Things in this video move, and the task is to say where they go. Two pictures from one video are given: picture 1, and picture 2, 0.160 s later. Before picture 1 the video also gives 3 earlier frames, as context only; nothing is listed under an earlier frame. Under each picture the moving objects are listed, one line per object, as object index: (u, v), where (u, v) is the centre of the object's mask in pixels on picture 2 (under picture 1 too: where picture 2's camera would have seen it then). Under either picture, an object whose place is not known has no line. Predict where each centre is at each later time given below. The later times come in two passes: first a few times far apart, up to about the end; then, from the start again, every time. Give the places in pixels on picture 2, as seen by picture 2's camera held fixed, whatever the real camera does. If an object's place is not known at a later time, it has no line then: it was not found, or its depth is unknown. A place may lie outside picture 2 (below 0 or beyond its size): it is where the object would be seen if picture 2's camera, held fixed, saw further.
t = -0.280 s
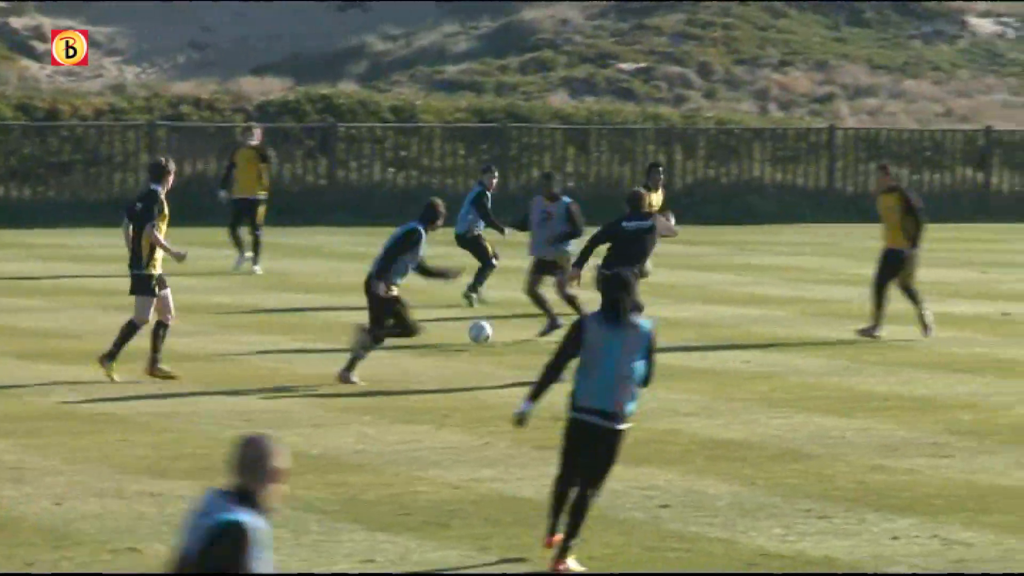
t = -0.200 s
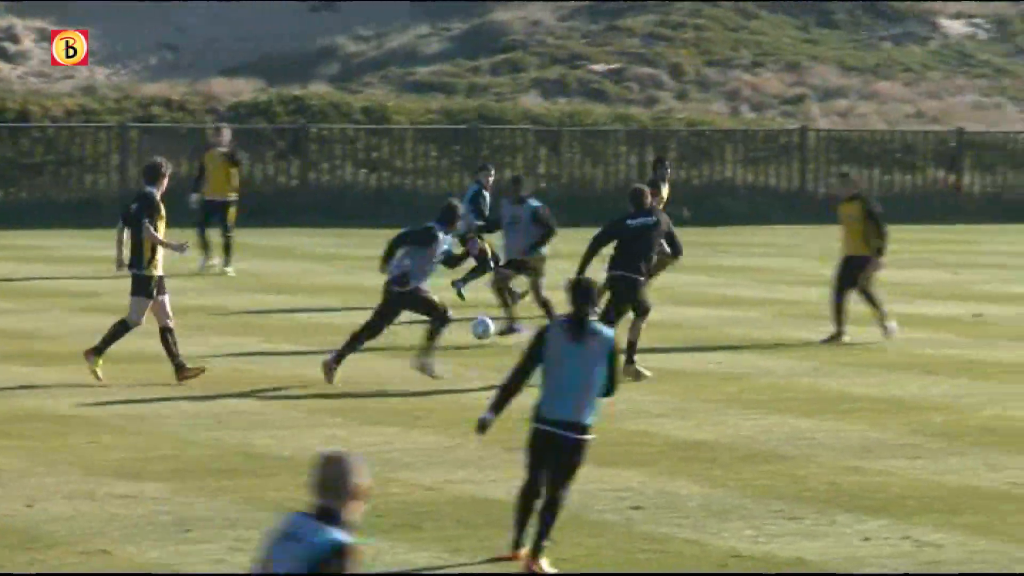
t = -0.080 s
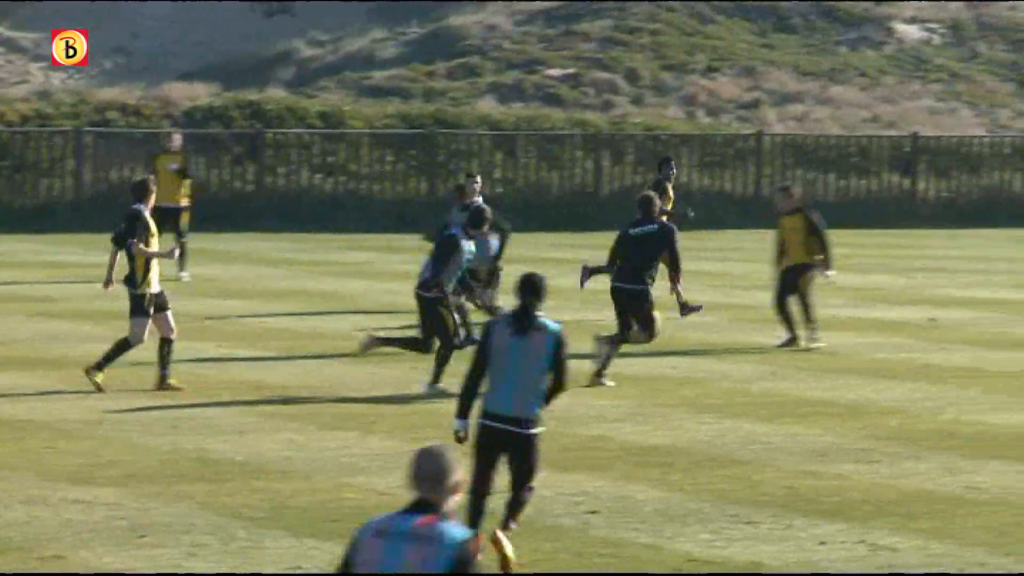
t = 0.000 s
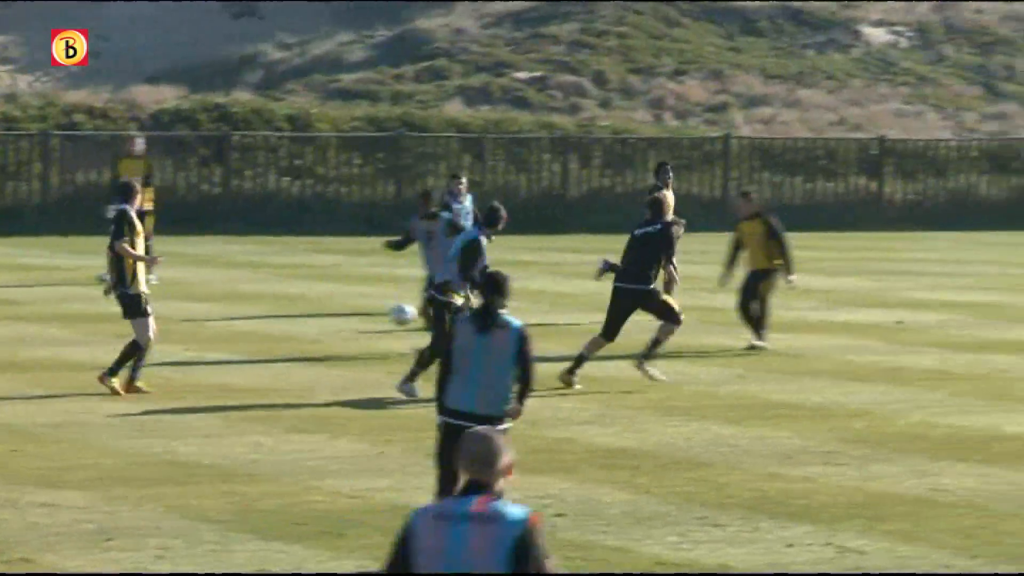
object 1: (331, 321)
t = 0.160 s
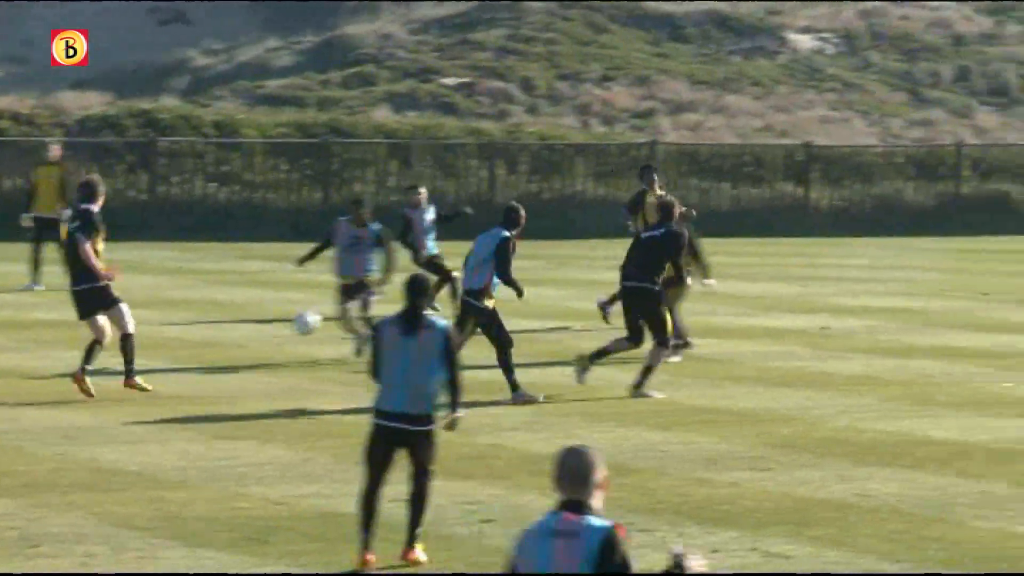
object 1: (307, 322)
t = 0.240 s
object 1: (296, 333)
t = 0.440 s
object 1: (269, 355)
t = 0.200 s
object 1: (302, 327)
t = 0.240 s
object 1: (296, 333)
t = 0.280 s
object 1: (290, 341)
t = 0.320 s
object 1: (283, 351)
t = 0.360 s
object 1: (276, 361)
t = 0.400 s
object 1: (272, 359)
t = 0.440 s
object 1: (269, 355)
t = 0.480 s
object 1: (263, 352)
